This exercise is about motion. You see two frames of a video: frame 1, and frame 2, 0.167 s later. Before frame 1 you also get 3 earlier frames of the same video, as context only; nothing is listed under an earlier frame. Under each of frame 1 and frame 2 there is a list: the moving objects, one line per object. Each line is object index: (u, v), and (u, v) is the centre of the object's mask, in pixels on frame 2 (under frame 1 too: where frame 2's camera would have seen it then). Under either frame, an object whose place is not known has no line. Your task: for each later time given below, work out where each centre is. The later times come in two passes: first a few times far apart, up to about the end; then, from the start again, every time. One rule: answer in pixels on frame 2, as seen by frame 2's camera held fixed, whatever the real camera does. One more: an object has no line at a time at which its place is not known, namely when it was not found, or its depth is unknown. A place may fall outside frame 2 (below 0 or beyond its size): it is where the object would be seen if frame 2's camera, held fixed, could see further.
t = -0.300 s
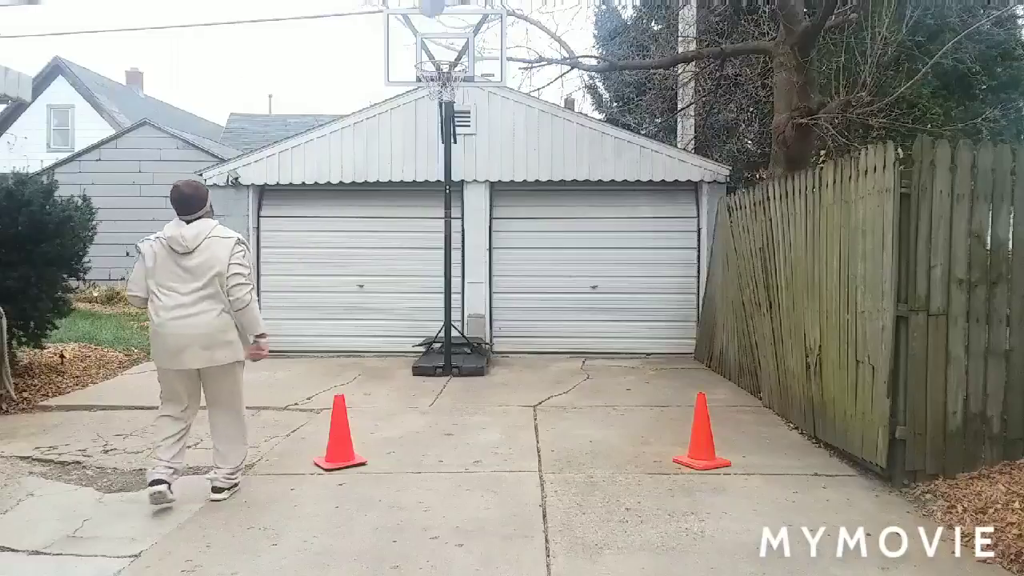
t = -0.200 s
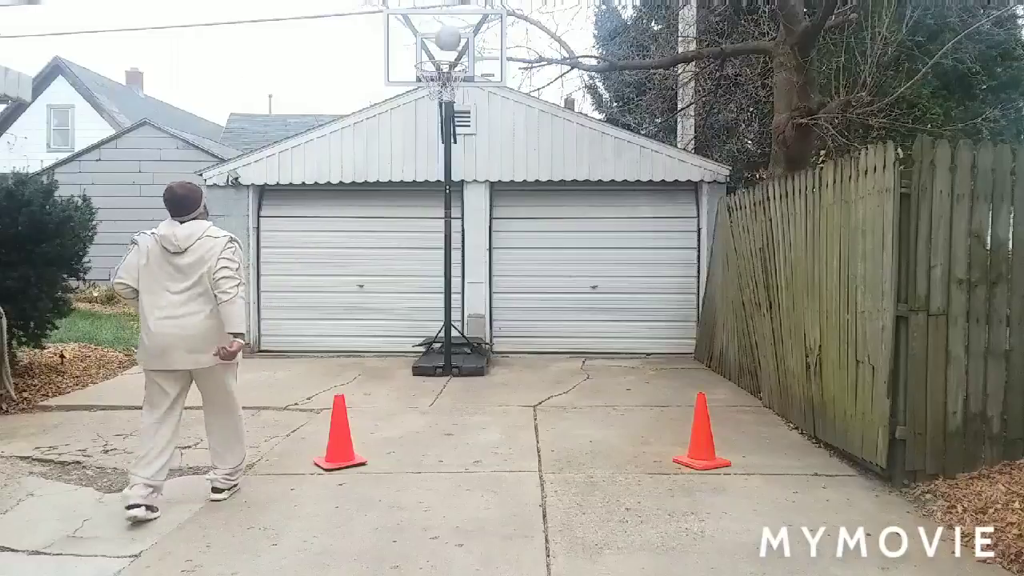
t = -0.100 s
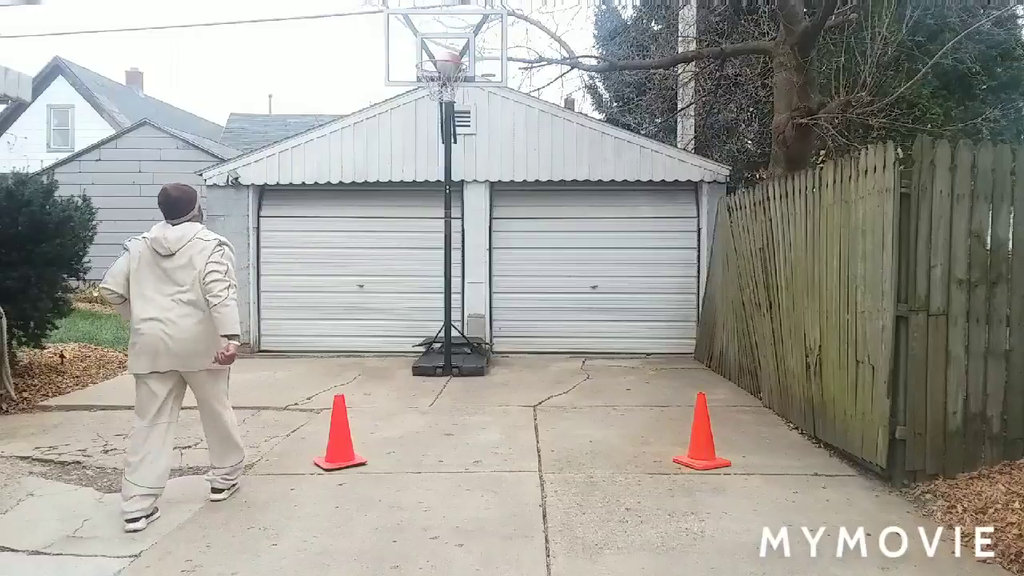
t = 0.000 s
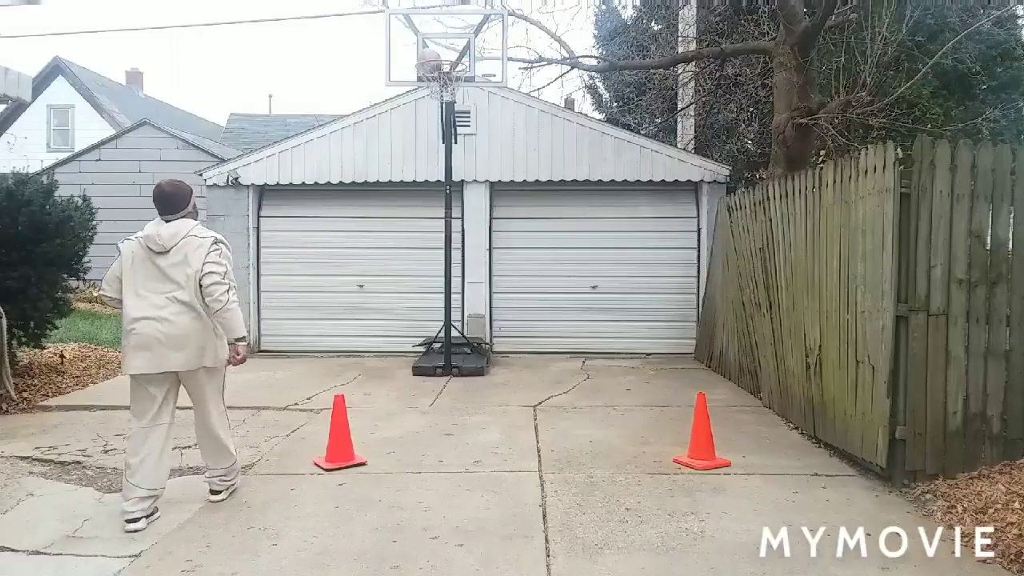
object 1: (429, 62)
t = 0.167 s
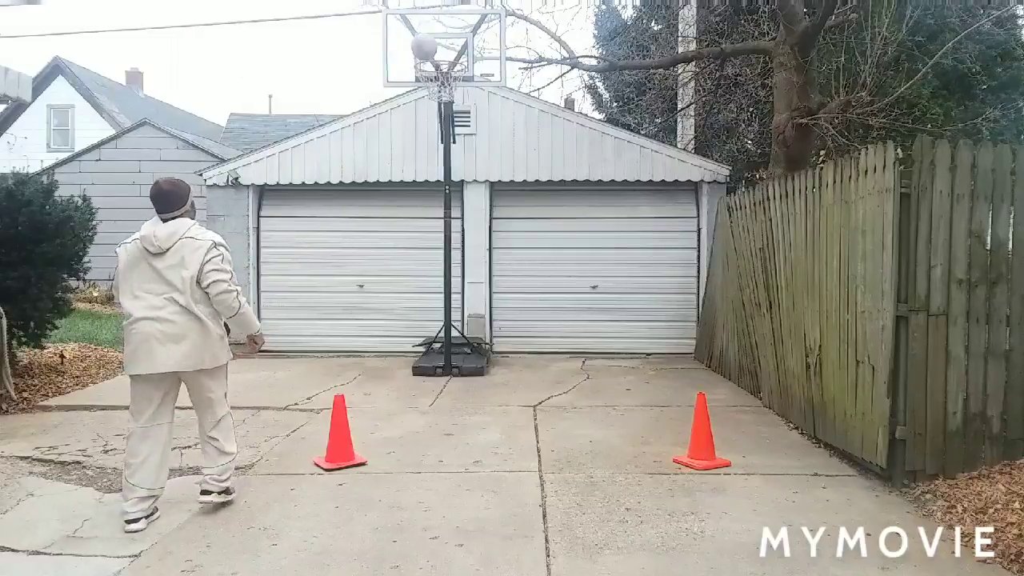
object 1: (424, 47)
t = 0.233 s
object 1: (424, 49)
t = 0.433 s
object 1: (423, 82)
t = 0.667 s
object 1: (421, 182)
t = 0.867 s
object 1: (419, 321)
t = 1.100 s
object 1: (404, 333)
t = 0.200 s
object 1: (424, 47)
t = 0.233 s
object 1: (424, 49)
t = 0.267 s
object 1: (423, 51)
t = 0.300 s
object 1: (423, 54)
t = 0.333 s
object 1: (423, 60)
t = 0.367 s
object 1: (423, 66)
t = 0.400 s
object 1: (424, 73)
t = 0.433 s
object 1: (423, 82)
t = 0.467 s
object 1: (422, 92)
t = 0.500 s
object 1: (422, 103)
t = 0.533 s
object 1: (422, 117)
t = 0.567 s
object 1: (422, 131)
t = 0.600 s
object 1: (421, 146)
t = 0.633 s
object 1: (421, 164)
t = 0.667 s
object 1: (421, 182)
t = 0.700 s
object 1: (421, 200)
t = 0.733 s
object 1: (421, 222)
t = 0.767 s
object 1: (421, 244)
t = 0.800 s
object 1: (420, 268)
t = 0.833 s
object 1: (419, 294)
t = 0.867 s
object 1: (419, 321)
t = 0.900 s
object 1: (421, 347)
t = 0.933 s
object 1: (419, 377)
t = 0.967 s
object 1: (418, 410)
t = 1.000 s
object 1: (415, 392)
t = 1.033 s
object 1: (411, 371)
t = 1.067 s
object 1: (408, 351)
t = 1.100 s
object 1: (404, 333)
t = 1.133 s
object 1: (401, 316)
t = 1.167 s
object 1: (398, 299)
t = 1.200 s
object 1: (394, 285)
